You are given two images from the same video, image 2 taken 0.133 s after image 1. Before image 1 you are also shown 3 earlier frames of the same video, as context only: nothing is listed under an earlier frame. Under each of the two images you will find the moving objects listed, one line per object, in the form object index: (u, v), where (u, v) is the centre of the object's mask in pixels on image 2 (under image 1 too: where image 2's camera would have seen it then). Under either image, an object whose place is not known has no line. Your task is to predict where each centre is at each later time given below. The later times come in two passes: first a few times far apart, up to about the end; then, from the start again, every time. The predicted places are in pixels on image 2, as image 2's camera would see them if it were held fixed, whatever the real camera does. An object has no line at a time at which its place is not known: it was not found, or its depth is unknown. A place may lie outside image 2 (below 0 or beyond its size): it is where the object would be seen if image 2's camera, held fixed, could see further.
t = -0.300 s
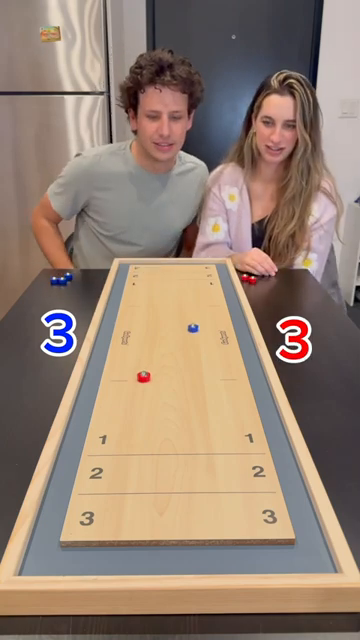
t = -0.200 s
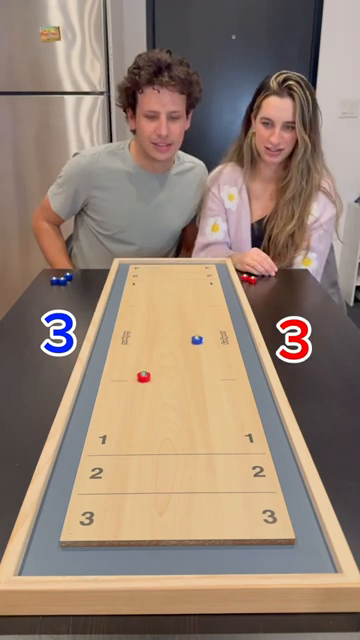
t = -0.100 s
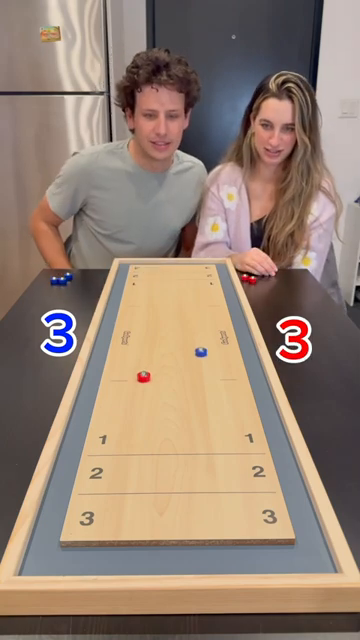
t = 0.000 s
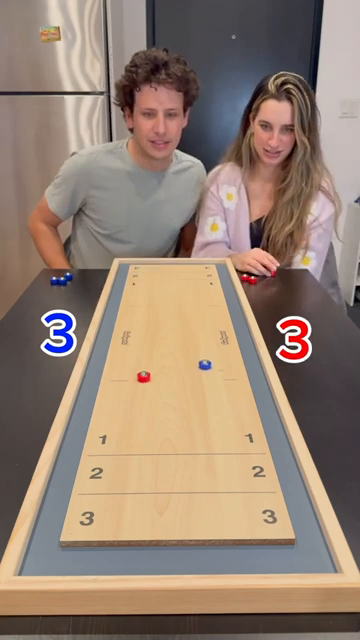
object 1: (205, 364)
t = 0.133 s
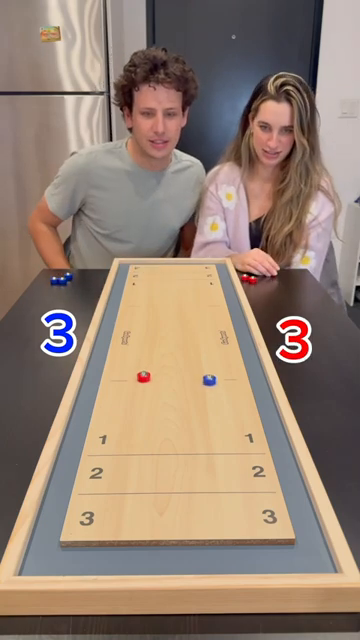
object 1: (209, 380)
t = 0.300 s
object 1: (215, 402)
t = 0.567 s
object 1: (223, 439)
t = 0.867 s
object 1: (230, 478)
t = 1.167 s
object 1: (234, 510)
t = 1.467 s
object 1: (235, 526)
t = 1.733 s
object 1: (235, 528)
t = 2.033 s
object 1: (235, 528)
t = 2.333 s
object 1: (235, 528)
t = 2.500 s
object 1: (235, 528)
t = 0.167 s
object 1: (210, 384)
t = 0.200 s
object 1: (211, 389)
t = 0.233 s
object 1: (213, 393)
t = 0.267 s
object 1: (214, 398)
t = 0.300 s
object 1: (215, 402)
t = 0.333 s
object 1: (216, 407)
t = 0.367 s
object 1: (217, 412)
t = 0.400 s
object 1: (219, 416)
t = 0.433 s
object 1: (220, 421)
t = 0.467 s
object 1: (221, 425)
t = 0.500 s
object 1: (221, 430)
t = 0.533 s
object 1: (222, 435)
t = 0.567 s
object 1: (223, 439)
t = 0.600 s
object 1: (224, 444)
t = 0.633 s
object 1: (225, 448)
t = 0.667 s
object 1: (226, 452)
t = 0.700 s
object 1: (227, 457)
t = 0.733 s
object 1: (227, 461)
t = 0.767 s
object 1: (228, 466)
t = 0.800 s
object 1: (229, 470)
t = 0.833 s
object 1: (229, 474)
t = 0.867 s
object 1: (230, 478)
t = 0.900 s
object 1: (230, 482)
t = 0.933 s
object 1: (231, 486)
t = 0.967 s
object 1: (231, 490)
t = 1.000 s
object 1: (232, 493)
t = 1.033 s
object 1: (233, 497)
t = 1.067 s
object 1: (233, 501)
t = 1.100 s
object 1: (233, 504)
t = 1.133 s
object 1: (234, 507)
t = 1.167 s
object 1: (234, 510)
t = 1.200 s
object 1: (234, 513)
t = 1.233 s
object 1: (234, 515)
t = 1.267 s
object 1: (235, 517)
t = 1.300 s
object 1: (235, 519)
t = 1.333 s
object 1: (235, 521)
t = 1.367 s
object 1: (235, 523)
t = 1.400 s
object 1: (235, 524)
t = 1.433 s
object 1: (235, 525)
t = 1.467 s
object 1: (235, 526)
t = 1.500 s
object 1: (235, 527)
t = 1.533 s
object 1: (235, 528)
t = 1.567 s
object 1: (235, 528)
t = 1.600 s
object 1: (235, 528)
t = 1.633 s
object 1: (235, 528)
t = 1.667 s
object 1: (235, 528)
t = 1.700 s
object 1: (235, 528)
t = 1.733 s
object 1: (235, 528)
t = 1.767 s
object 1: (235, 528)
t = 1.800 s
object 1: (235, 528)
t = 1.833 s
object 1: (235, 528)
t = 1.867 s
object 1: (235, 528)
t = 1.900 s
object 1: (235, 528)
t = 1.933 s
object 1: (235, 528)
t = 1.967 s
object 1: (235, 528)
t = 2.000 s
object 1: (235, 528)
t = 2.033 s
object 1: (235, 528)
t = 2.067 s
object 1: (235, 528)
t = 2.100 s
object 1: (235, 528)
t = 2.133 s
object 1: (235, 528)
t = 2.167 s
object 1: (235, 528)
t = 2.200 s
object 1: (235, 528)
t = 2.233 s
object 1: (235, 528)
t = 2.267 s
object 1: (235, 528)
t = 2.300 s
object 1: (235, 528)
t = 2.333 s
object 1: (235, 528)
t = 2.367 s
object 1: (235, 528)
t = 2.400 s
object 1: (235, 528)
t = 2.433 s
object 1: (235, 528)
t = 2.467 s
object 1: (235, 528)
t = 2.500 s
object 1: (235, 528)
